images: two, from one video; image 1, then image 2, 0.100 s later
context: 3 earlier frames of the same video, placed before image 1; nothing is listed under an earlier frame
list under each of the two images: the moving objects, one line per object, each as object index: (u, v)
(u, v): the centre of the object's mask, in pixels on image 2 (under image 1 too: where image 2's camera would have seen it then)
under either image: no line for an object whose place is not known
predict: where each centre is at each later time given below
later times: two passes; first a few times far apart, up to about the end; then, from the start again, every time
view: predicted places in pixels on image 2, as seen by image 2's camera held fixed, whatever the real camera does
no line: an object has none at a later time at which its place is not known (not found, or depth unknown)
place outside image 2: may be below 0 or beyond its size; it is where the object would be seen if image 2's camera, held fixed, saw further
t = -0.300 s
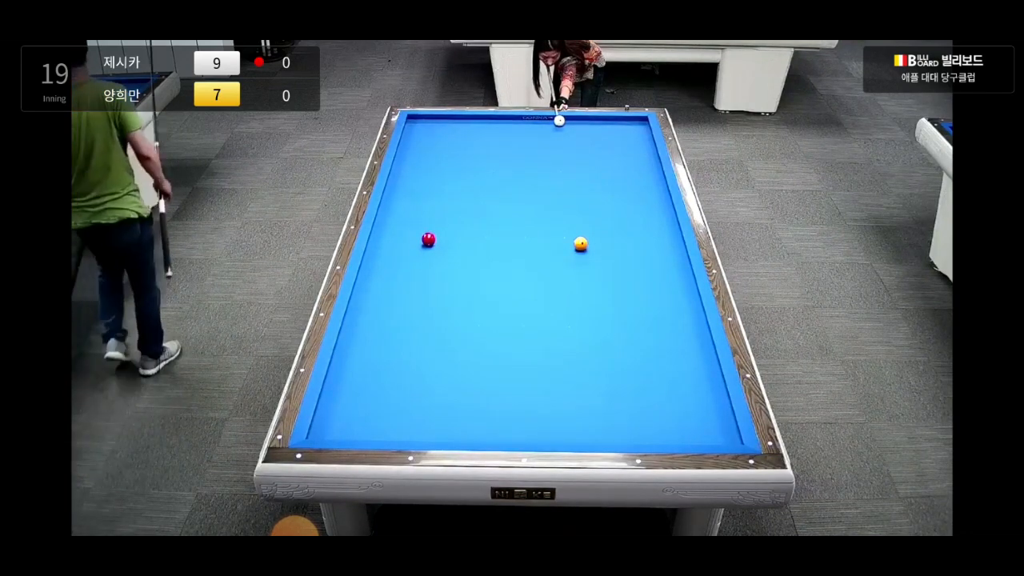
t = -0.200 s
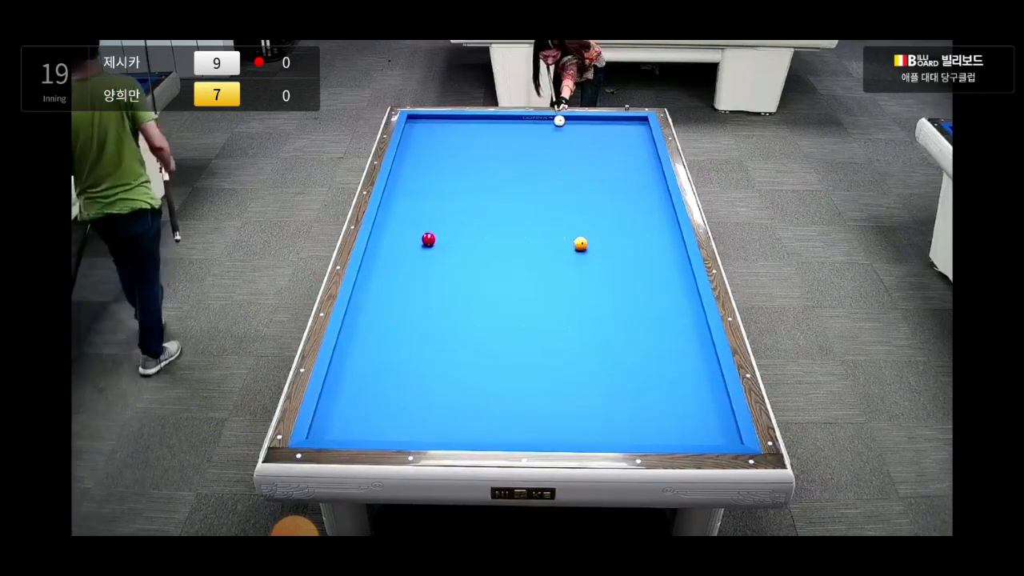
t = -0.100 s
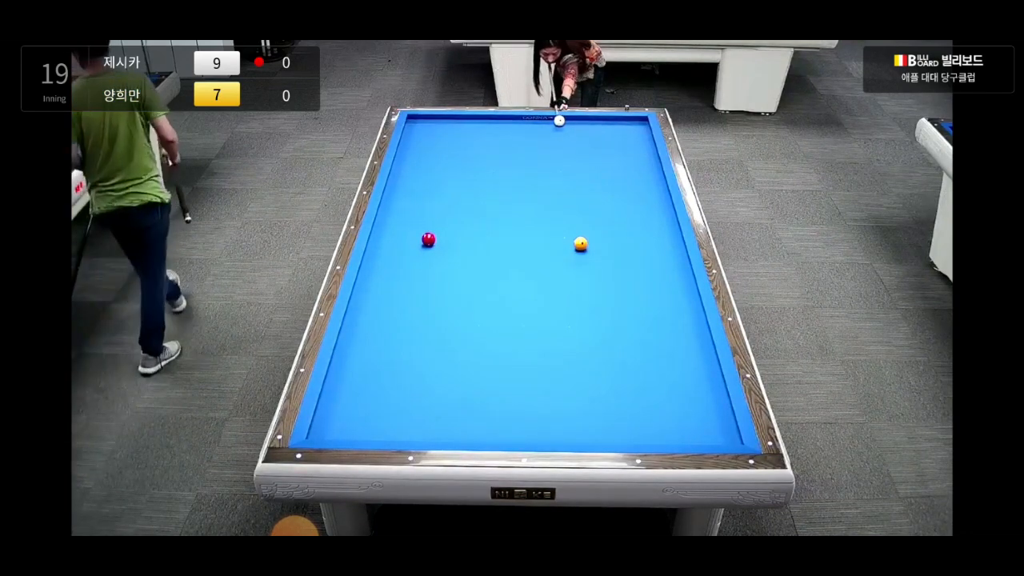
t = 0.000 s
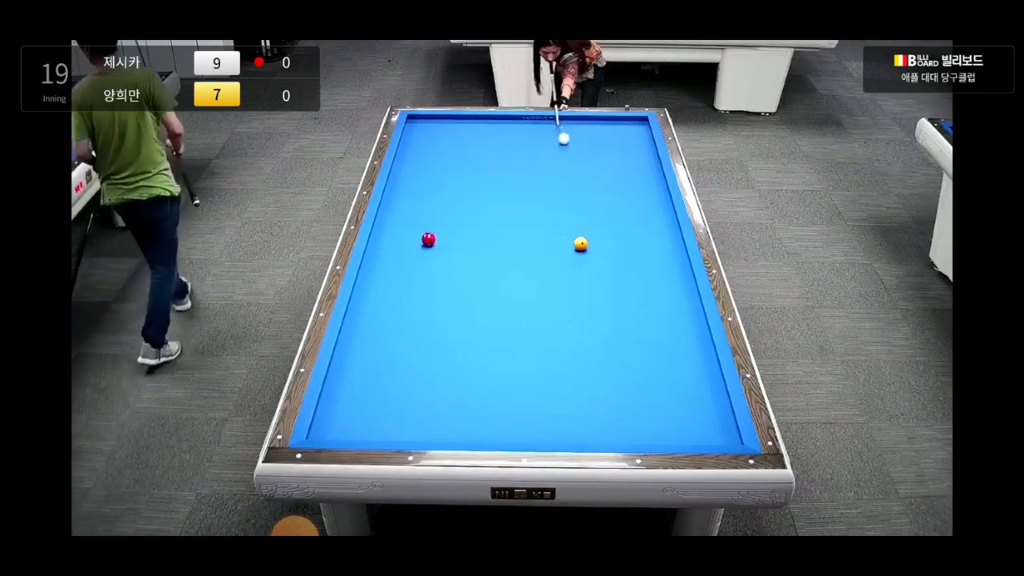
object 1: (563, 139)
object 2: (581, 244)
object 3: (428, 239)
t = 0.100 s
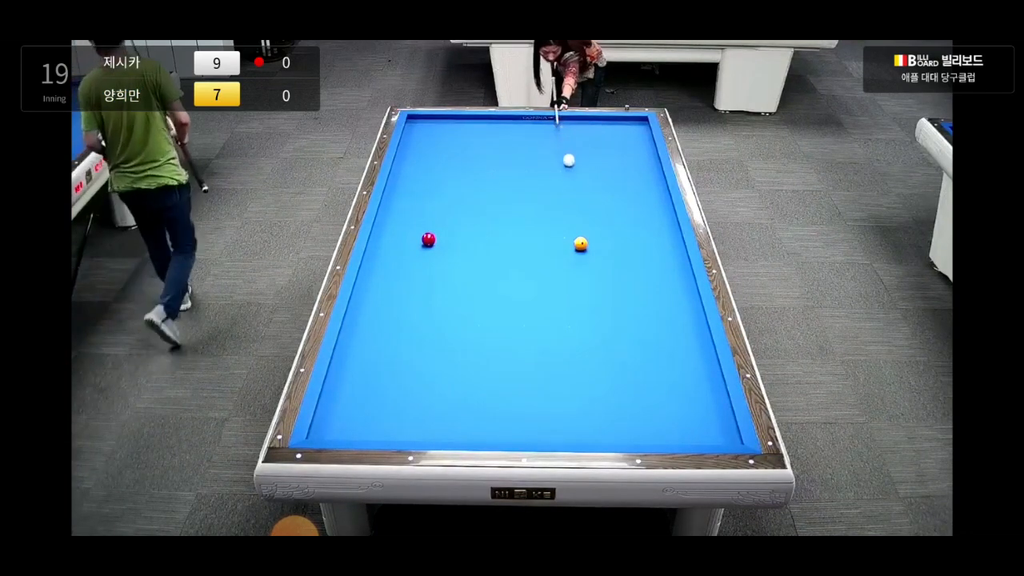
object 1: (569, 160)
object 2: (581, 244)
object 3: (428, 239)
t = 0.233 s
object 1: (575, 192)
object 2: (581, 244)
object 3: (428, 239)
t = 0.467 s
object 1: (603, 243)
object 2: (567, 262)
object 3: (428, 239)
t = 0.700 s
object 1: (659, 268)
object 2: (521, 322)
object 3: (428, 239)
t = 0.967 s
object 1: (677, 306)
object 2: (469, 391)
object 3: (428, 239)
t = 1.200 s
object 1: (656, 342)
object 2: (428, 422)
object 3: (428, 239)
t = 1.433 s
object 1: (632, 383)
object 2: (411, 379)
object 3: (428, 239)
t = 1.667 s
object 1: (605, 428)
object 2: (394, 348)
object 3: (428, 239)
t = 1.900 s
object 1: (563, 416)
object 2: (379, 319)
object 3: (428, 239)
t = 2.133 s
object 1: (522, 390)
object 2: (365, 294)
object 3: (428, 239)
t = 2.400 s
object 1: (478, 364)
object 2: (374, 270)
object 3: (428, 239)
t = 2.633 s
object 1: (443, 343)
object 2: (389, 252)
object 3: (428, 239)
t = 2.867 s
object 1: (411, 323)
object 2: (402, 235)
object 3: (428, 239)
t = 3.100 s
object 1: (381, 305)
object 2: (415, 219)
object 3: (428, 239)
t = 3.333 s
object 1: (364, 288)
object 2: (426, 205)
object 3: (428, 239)
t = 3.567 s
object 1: (387, 274)
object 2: (437, 192)
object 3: (428, 239)
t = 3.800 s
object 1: (408, 260)
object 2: (447, 179)
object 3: (428, 239)
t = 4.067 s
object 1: (431, 246)
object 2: (458, 166)
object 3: (427, 237)
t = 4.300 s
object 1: (453, 241)
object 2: (467, 156)
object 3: (425, 233)
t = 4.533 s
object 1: (474, 237)
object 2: (474, 145)
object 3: (423, 229)
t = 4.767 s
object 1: (494, 232)
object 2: (482, 136)
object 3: (421, 224)
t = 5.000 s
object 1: (513, 227)
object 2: (490, 127)
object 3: (419, 220)
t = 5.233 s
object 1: (532, 223)
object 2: (496, 119)
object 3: (417, 216)
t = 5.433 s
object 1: (547, 220)
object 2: (501, 121)
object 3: (416, 212)
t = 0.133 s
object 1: (570, 168)
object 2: (581, 244)
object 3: (428, 239)
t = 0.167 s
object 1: (572, 176)
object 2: (581, 244)
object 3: (428, 239)
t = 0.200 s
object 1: (574, 184)
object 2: (581, 244)
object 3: (428, 239)
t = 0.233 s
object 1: (575, 192)
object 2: (581, 244)
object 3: (428, 239)
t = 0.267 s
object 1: (577, 201)
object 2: (581, 244)
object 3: (428, 239)
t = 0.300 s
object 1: (579, 210)
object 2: (581, 244)
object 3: (428, 239)
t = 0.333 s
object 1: (581, 219)
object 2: (580, 244)
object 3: (428, 239)
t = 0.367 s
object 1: (583, 229)
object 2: (581, 244)
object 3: (428, 239)
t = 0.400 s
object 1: (587, 237)
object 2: (580, 245)
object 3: (428, 239)
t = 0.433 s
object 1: (595, 240)
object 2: (573, 254)
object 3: (428, 239)
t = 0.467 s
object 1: (603, 243)
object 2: (567, 262)
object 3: (428, 239)
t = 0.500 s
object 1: (611, 246)
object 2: (560, 271)
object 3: (428, 239)
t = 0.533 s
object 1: (619, 249)
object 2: (553, 279)
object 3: (428, 239)
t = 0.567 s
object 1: (627, 252)
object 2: (547, 288)
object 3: (428, 239)
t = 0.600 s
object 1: (635, 256)
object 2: (541, 296)
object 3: (428, 239)
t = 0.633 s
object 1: (643, 259)
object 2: (534, 305)
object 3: (428, 239)
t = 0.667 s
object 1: (651, 263)
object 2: (528, 314)
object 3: (428, 239)
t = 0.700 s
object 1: (659, 268)
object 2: (521, 322)
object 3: (428, 239)
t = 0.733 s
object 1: (667, 272)
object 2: (515, 330)
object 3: (428, 239)
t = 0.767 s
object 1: (675, 277)
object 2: (508, 339)
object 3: (428, 239)
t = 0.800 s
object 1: (683, 282)
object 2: (502, 347)
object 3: (428, 239)
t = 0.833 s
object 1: (690, 287)
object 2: (496, 355)
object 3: (428, 239)
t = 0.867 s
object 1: (687, 292)
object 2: (489, 364)
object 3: (428, 239)
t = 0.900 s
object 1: (683, 297)
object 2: (483, 373)
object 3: (428, 239)
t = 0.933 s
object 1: (680, 301)
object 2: (476, 381)
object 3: (428, 239)
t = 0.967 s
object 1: (677, 306)
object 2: (469, 391)
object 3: (428, 239)
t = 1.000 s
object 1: (674, 311)
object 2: (462, 400)
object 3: (428, 239)
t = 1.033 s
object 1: (671, 316)
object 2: (455, 410)
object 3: (428, 239)
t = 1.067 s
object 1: (668, 321)
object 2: (448, 419)
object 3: (428, 239)
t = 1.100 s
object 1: (665, 326)
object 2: (440, 429)
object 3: (428, 239)
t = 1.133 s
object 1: (662, 331)
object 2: (433, 435)
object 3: (428, 239)
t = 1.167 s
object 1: (659, 337)
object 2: (430, 430)
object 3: (428, 239)
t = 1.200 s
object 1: (656, 342)
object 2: (428, 422)
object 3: (428, 239)
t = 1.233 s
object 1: (653, 348)
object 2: (426, 414)
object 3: (428, 239)
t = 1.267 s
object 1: (649, 353)
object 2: (423, 407)
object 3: (428, 239)
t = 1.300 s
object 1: (646, 359)
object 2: (421, 401)
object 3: (428, 239)
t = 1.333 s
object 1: (643, 365)
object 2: (418, 395)
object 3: (428, 239)
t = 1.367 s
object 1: (639, 371)
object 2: (416, 389)
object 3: (428, 239)
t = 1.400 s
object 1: (636, 377)
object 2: (413, 384)
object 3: (428, 239)
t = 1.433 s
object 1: (632, 383)
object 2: (411, 379)
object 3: (428, 239)
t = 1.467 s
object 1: (629, 389)
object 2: (408, 374)
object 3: (428, 239)
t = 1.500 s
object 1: (625, 395)
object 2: (406, 370)
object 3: (428, 239)
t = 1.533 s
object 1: (621, 401)
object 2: (403, 365)
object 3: (428, 239)
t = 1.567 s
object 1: (617, 408)
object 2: (401, 361)
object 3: (428, 239)
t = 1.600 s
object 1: (613, 415)
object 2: (398, 357)
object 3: (428, 239)
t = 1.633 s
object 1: (609, 421)
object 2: (396, 352)
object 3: (428, 239)
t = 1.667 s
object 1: (605, 428)
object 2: (394, 348)
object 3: (428, 239)
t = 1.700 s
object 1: (601, 434)
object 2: (391, 344)
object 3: (428, 239)
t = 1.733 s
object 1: (596, 436)
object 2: (389, 339)
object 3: (428, 239)
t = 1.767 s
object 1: (589, 433)
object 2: (387, 335)
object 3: (428, 239)
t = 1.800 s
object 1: (583, 429)
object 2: (385, 331)
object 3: (428, 239)
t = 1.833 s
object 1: (576, 424)
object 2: (383, 327)
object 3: (428, 239)
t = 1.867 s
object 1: (569, 420)
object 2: (381, 323)
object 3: (428, 239)
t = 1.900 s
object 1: (563, 416)
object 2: (379, 319)
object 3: (428, 239)
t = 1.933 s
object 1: (557, 412)
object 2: (377, 316)
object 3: (428, 239)
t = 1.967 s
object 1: (551, 408)
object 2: (375, 312)
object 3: (428, 239)
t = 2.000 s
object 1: (545, 405)
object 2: (373, 308)
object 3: (428, 239)
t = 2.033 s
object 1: (539, 401)
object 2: (371, 304)
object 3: (428, 239)
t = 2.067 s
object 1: (533, 398)
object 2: (369, 301)
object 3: (428, 239)
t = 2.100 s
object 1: (527, 394)
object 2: (367, 297)
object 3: (428, 239)
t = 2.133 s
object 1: (522, 390)
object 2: (365, 294)
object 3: (428, 239)
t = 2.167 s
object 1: (516, 387)
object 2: (363, 290)
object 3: (428, 239)
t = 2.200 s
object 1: (510, 383)
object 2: (361, 287)
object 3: (428, 239)
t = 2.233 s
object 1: (505, 380)
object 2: (362, 284)
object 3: (428, 239)
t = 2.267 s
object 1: (499, 377)
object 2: (365, 281)
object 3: (428, 239)
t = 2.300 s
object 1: (494, 373)
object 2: (367, 278)
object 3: (428, 239)
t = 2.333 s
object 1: (489, 370)
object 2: (369, 275)
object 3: (428, 239)
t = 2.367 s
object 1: (483, 367)
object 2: (372, 273)
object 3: (428, 239)
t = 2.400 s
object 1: (478, 364)
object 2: (374, 270)
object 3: (428, 239)
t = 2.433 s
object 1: (473, 361)
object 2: (376, 267)
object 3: (428, 239)
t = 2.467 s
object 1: (468, 358)
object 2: (378, 264)
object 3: (428, 239)
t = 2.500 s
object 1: (463, 355)
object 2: (380, 262)
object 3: (428, 239)
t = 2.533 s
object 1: (458, 351)
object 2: (383, 259)
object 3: (428, 239)
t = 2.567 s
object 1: (453, 348)
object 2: (385, 256)
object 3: (428, 239)
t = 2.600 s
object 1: (448, 346)
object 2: (387, 254)
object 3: (428, 239)
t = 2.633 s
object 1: (443, 343)
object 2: (389, 252)
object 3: (428, 239)
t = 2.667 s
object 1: (439, 340)
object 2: (391, 249)
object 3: (428, 239)
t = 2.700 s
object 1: (434, 337)
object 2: (393, 247)
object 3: (428, 239)
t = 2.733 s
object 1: (429, 334)
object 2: (395, 244)
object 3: (428, 239)
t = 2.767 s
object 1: (425, 331)
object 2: (397, 242)
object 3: (428, 239)
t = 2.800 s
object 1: (420, 328)
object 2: (398, 239)
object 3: (428, 239)
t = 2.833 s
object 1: (416, 326)
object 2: (400, 237)
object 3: (428, 239)
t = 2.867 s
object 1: (411, 323)
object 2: (402, 235)
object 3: (428, 239)
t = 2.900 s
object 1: (407, 320)
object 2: (404, 233)
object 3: (428, 239)
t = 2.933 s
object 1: (402, 318)
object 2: (406, 230)
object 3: (428, 239)
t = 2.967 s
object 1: (398, 315)
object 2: (408, 228)
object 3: (428, 239)
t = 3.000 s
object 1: (394, 312)
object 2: (410, 226)
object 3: (428, 239)
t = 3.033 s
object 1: (389, 310)
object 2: (411, 224)
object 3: (428, 239)
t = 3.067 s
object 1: (385, 307)
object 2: (413, 222)
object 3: (428, 239)
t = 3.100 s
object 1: (381, 305)
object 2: (415, 219)
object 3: (428, 239)
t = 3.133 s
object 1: (377, 302)
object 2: (416, 217)
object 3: (428, 239)
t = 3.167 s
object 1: (373, 300)
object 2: (418, 215)
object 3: (428, 239)
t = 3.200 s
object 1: (369, 297)
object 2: (420, 213)
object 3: (428, 239)
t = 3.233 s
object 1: (365, 295)
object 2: (421, 211)
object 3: (428, 239)
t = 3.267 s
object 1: (361, 292)
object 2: (423, 209)
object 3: (428, 239)
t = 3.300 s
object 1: (360, 290)
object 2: (425, 207)
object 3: (428, 239)
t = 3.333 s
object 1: (364, 288)
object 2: (426, 205)
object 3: (428, 239)
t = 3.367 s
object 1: (367, 286)
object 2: (428, 203)
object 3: (428, 239)
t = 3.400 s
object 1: (370, 284)
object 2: (429, 201)
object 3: (428, 239)
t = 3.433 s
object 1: (374, 282)
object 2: (431, 199)
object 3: (428, 239)
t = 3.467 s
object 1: (377, 280)
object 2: (433, 197)
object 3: (428, 239)
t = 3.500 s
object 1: (380, 278)
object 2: (434, 196)
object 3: (428, 239)
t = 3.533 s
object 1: (384, 276)
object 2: (436, 194)
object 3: (428, 239)
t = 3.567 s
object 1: (387, 274)
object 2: (437, 192)
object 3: (428, 239)
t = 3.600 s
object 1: (390, 272)
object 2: (439, 190)
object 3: (428, 239)
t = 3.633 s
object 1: (393, 270)
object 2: (440, 188)
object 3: (428, 239)
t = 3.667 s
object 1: (396, 268)
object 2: (442, 186)
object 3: (428, 239)
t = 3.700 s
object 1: (399, 266)
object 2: (443, 185)
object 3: (428, 239)
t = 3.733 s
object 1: (402, 264)
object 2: (444, 183)
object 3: (428, 239)
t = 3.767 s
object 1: (405, 262)
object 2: (446, 181)
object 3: (428, 239)
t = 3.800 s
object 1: (408, 260)
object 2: (447, 179)
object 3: (428, 239)
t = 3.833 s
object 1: (411, 258)
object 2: (449, 178)
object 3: (428, 239)
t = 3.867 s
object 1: (414, 256)
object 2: (450, 176)
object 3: (428, 239)
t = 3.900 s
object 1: (417, 255)
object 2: (451, 174)
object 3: (428, 239)
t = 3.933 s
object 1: (420, 253)
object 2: (453, 173)
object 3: (428, 239)
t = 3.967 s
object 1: (422, 251)
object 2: (454, 171)
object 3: (428, 239)
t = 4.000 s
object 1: (425, 249)
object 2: (455, 169)
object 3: (428, 238)
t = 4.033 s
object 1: (428, 248)
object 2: (457, 168)
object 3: (428, 237)
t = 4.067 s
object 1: (431, 246)
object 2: (458, 166)
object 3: (427, 237)
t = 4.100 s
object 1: (434, 245)
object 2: (459, 165)
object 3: (427, 237)
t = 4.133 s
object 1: (437, 245)
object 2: (460, 163)
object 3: (427, 237)
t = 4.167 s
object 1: (441, 244)
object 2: (462, 161)
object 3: (427, 236)
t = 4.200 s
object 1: (443, 243)
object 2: (463, 160)
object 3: (426, 236)
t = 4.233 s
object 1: (447, 243)
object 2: (464, 158)
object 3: (426, 235)
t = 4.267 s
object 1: (450, 242)
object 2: (465, 157)
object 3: (426, 234)
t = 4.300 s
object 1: (453, 241)
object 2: (467, 156)
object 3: (425, 233)
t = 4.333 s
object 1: (456, 241)
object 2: (467, 154)
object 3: (425, 233)
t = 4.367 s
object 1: (459, 240)
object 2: (469, 153)
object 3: (425, 232)
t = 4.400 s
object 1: (462, 239)
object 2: (470, 151)
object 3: (424, 231)
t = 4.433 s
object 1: (465, 238)
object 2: (471, 150)
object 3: (424, 231)
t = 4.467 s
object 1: (468, 238)
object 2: (472, 148)
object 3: (424, 230)
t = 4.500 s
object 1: (471, 237)
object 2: (474, 147)
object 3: (423, 229)
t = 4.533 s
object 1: (474, 237)
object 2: (474, 145)
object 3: (423, 229)
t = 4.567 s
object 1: (477, 236)
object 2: (476, 144)
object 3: (423, 228)
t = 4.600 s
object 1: (480, 235)
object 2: (477, 143)
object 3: (423, 227)
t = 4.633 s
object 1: (482, 234)
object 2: (478, 141)
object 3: (422, 226)
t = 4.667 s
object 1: (486, 234)
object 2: (479, 140)
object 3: (422, 226)
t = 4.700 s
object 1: (488, 233)
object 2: (480, 138)
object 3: (421, 225)
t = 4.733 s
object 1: (491, 232)
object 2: (481, 137)
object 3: (421, 225)
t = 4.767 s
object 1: (494, 232)
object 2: (482, 136)
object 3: (421, 224)
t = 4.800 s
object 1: (497, 231)
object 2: (483, 135)
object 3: (421, 223)
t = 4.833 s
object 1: (500, 231)
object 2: (484, 133)
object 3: (420, 223)
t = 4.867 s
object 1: (502, 230)
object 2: (485, 132)
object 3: (420, 222)
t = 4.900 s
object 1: (505, 229)
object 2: (486, 131)
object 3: (420, 221)
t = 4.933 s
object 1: (508, 229)
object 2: (487, 130)
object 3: (420, 221)
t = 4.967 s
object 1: (511, 228)
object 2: (488, 128)
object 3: (419, 220)
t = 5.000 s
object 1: (513, 227)
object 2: (490, 127)
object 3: (419, 220)
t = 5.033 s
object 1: (516, 227)
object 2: (490, 126)
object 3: (419, 219)
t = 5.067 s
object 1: (519, 226)
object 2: (491, 125)
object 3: (418, 218)
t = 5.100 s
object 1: (522, 226)
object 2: (492, 124)
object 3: (418, 218)
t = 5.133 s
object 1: (524, 225)
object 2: (493, 122)
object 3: (418, 217)
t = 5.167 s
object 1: (527, 224)
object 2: (494, 121)
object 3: (417, 217)
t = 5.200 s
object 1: (529, 224)
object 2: (495, 120)
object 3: (417, 216)
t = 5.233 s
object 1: (532, 223)
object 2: (496, 119)
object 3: (417, 216)
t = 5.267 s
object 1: (535, 223)
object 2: (497, 118)
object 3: (417, 215)
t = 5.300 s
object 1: (537, 222)
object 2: (498, 118)
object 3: (417, 214)
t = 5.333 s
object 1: (540, 222)
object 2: (499, 119)
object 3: (416, 214)
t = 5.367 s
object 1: (542, 221)
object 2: (500, 120)
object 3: (416, 213)
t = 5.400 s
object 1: (545, 220)
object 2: (501, 120)
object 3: (416, 213)
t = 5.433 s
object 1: (547, 220)
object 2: (501, 121)
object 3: (416, 212)
